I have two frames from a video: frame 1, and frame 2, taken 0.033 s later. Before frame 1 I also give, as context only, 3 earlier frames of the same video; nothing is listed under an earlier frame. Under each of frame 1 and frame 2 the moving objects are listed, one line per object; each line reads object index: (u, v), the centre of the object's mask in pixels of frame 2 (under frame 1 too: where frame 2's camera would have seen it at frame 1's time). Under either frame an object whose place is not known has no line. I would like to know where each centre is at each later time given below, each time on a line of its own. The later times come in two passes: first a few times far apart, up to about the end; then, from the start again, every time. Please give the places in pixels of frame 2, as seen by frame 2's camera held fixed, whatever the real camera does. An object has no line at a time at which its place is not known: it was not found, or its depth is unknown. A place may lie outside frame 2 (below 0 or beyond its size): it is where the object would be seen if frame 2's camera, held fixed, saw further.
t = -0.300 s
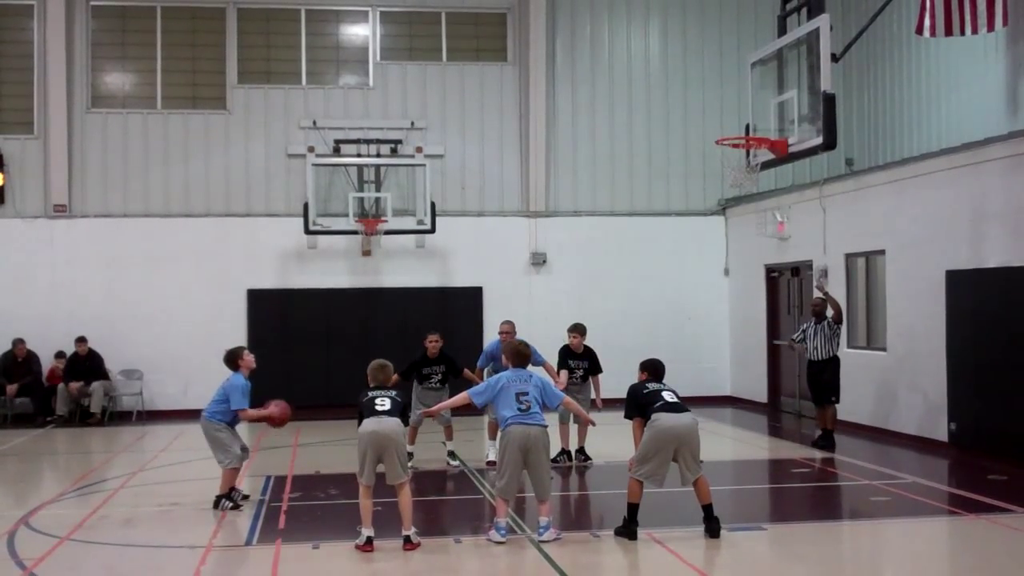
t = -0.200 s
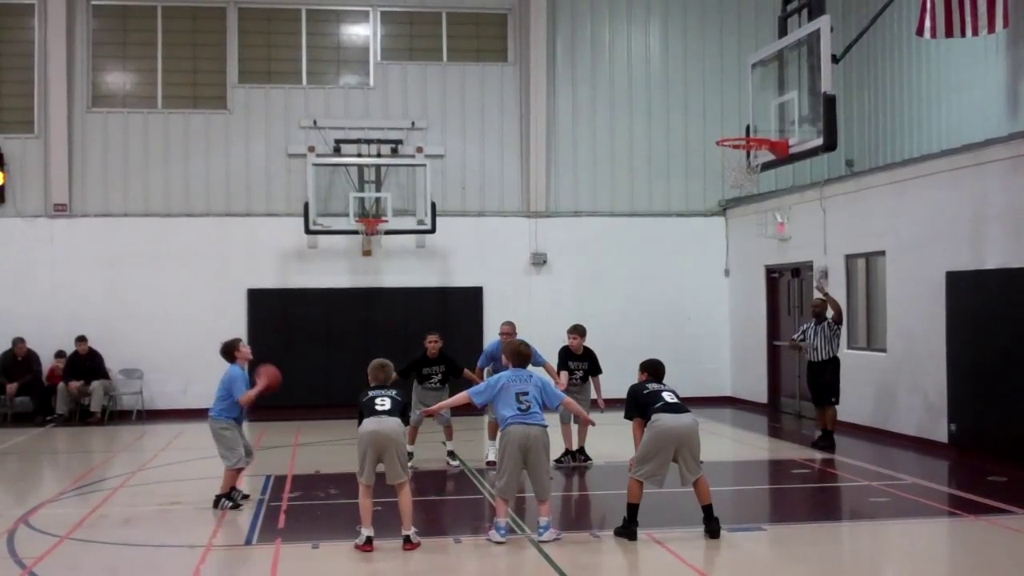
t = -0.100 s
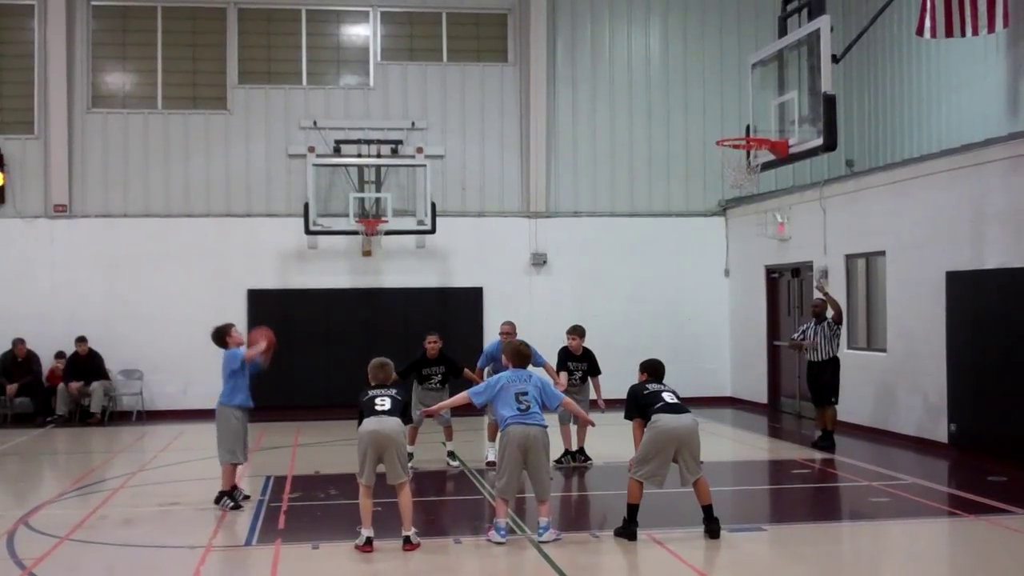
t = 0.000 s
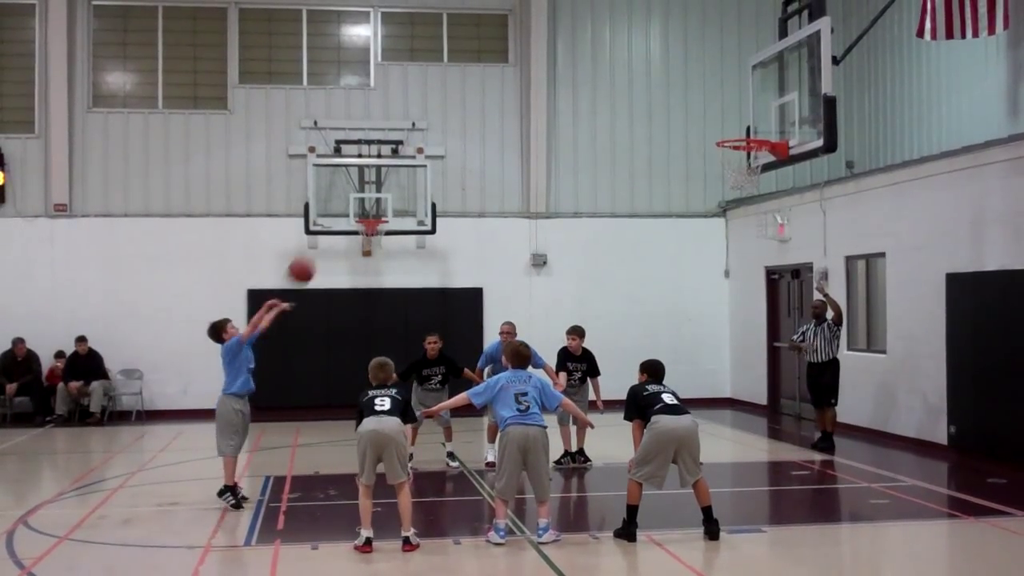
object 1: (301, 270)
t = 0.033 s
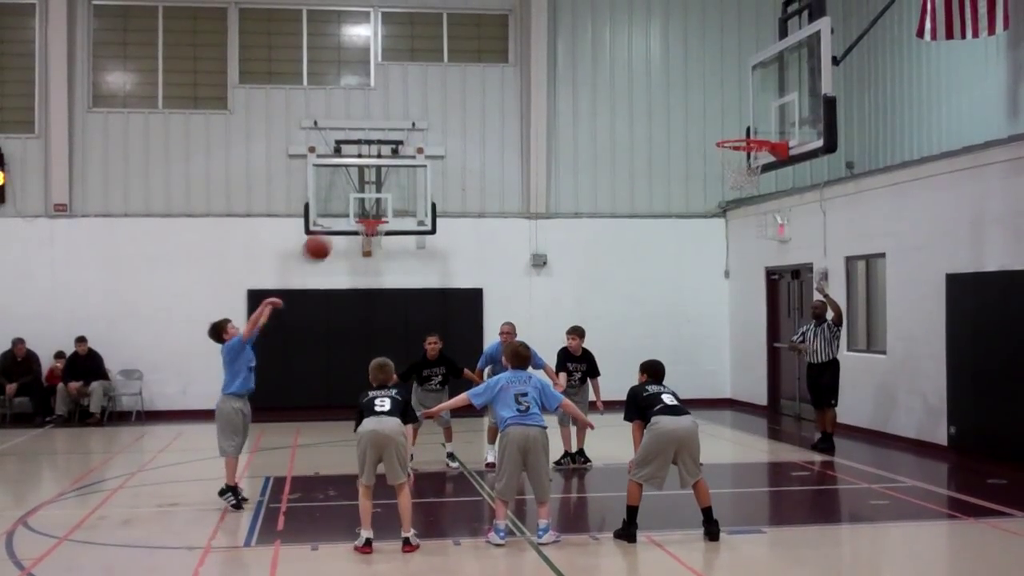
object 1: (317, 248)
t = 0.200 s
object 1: (396, 150)
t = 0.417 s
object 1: (493, 75)
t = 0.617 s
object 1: (581, 53)
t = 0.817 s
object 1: (667, 75)
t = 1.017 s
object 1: (749, 136)
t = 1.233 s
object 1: (736, 219)
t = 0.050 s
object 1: (324, 237)
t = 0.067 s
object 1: (332, 226)
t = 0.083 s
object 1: (340, 214)
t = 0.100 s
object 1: (347, 204)
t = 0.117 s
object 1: (356, 194)
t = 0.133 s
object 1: (364, 185)
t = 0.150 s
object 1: (371, 176)
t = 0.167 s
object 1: (380, 168)
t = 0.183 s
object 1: (387, 159)
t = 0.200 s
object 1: (396, 150)
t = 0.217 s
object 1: (403, 143)
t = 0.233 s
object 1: (410, 135)
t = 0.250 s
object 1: (418, 128)
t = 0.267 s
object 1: (425, 122)
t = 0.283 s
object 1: (433, 115)
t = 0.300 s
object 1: (441, 109)
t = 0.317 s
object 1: (448, 103)
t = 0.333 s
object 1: (456, 97)
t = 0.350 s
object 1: (463, 92)
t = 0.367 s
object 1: (471, 88)
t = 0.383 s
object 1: (478, 83)
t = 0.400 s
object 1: (486, 79)
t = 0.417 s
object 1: (493, 75)
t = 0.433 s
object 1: (500, 71)
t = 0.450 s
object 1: (507, 68)
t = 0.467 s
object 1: (515, 65)
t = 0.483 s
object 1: (522, 63)
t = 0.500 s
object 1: (529, 61)
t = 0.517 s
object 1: (537, 59)
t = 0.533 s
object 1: (545, 57)
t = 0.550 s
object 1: (552, 56)
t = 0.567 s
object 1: (559, 54)
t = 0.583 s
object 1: (566, 54)
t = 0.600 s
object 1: (574, 53)
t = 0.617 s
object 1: (581, 53)
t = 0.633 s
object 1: (588, 53)
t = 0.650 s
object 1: (595, 53)
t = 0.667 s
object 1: (603, 54)
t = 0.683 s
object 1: (610, 55)
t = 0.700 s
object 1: (617, 57)
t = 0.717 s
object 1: (624, 58)
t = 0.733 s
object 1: (631, 60)
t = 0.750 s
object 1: (638, 63)
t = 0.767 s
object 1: (645, 65)
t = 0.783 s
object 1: (653, 68)
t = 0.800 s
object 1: (659, 72)
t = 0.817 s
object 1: (667, 75)
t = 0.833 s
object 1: (674, 79)
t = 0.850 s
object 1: (680, 83)
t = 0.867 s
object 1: (687, 87)
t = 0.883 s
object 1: (694, 92)
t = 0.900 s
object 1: (701, 97)
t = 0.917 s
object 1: (709, 103)
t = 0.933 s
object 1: (716, 108)
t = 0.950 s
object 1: (723, 114)
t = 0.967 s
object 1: (729, 120)
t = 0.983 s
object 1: (736, 126)
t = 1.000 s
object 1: (743, 131)
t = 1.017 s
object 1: (749, 136)
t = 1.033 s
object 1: (756, 150)
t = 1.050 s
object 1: (757, 156)
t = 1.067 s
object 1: (756, 160)
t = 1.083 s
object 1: (755, 167)
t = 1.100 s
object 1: (753, 174)
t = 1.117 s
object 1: (751, 179)
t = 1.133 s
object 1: (749, 182)
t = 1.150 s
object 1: (746, 190)
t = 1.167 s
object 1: (744, 195)
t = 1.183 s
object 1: (742, 201)
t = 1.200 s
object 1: (740, 207)
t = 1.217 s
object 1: (738, 213)
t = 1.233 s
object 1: (736, 219)
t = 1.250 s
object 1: (734, 227)
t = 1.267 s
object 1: (732, 234)
